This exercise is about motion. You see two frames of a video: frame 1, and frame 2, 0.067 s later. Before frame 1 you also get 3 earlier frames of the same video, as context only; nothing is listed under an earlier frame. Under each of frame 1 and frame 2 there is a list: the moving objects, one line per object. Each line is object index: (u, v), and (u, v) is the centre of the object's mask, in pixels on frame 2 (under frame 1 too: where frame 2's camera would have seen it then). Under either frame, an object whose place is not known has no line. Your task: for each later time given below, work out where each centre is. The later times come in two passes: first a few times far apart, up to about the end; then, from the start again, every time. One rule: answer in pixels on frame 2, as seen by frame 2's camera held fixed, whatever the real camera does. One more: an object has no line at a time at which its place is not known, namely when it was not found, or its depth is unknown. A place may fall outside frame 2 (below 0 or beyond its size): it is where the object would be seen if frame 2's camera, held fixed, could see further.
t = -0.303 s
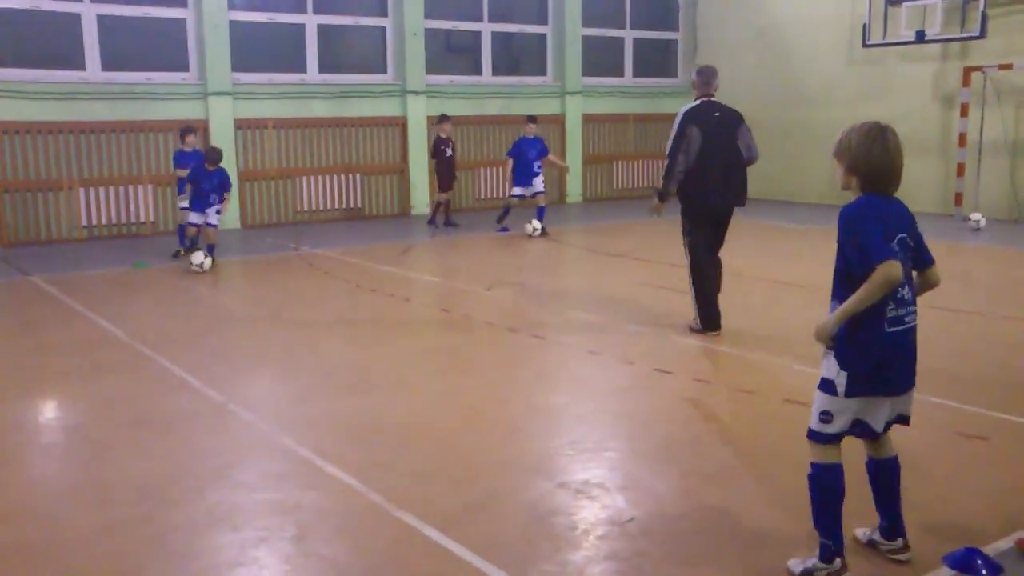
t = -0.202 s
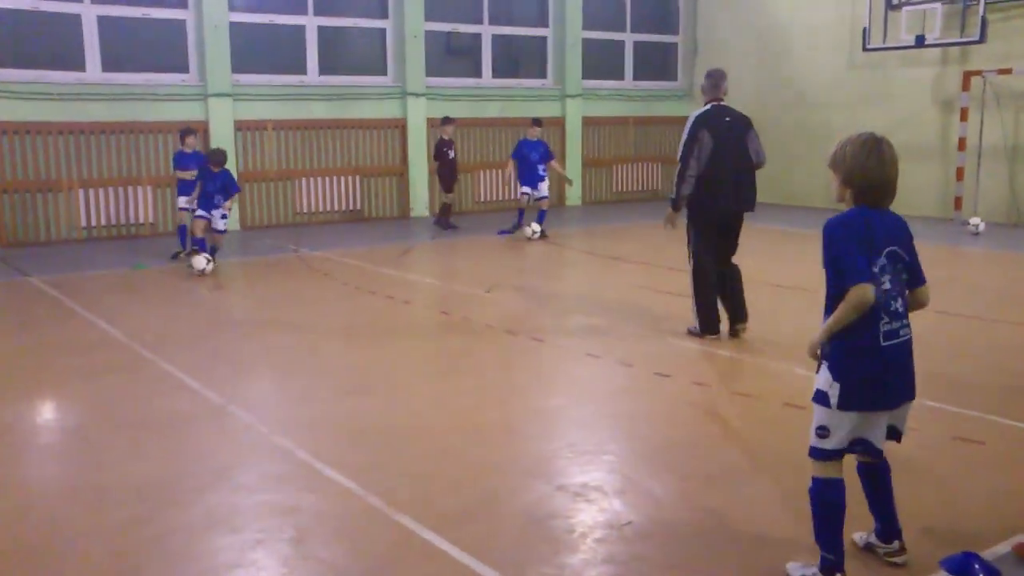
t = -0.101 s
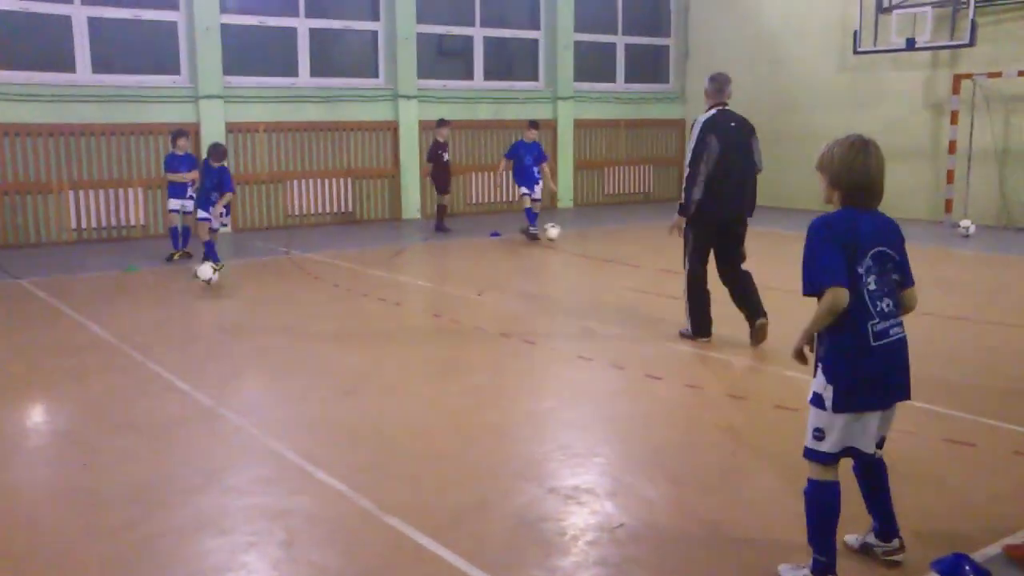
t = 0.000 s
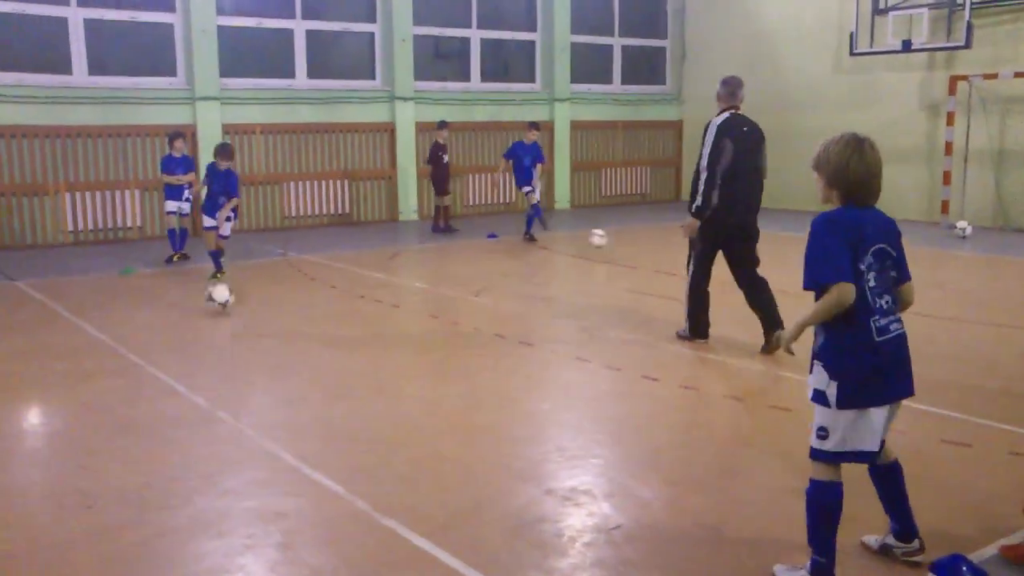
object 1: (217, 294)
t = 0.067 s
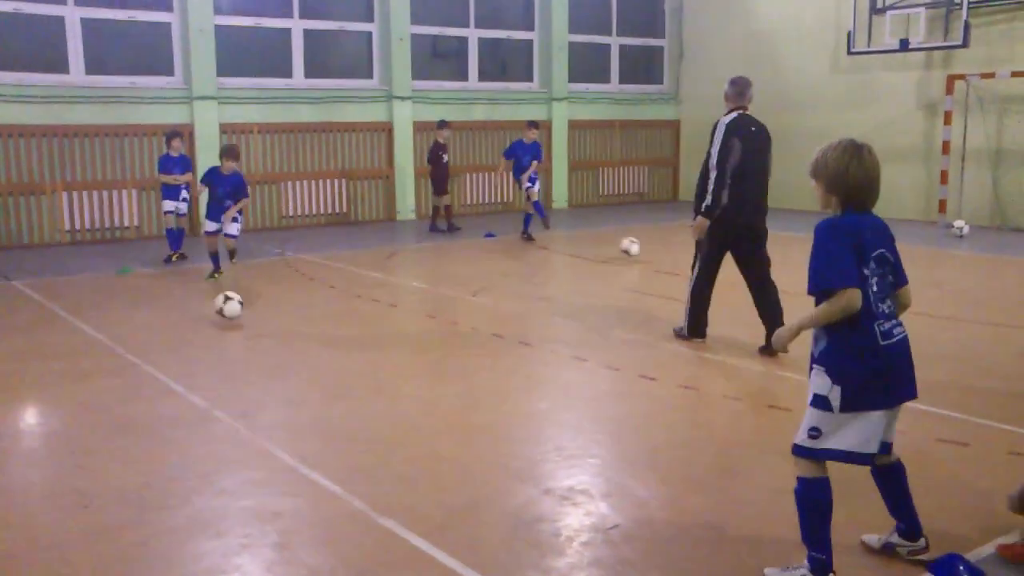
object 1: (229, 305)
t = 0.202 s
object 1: (258, 331)
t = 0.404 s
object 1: (309, 373)
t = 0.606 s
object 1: (372, 428)
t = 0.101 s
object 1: (235, 309)
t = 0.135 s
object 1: (241, 313)
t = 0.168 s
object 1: (249, 321)
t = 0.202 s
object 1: (258, 331)
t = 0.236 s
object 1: (264, 339)
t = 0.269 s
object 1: (272, 342)
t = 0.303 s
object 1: (280, 347)
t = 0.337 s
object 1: (290, 352)
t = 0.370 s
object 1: (298, 362)
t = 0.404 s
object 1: (309, 373)
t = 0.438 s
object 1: (319, 382)
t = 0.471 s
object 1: (329, 387)
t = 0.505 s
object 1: (339, 392)
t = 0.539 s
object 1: (348, 403)
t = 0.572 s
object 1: (360, 413)
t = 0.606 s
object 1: (372, 428)
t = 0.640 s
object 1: (383, 435)
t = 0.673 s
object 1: (395, 444)
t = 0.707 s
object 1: (410, 457)
